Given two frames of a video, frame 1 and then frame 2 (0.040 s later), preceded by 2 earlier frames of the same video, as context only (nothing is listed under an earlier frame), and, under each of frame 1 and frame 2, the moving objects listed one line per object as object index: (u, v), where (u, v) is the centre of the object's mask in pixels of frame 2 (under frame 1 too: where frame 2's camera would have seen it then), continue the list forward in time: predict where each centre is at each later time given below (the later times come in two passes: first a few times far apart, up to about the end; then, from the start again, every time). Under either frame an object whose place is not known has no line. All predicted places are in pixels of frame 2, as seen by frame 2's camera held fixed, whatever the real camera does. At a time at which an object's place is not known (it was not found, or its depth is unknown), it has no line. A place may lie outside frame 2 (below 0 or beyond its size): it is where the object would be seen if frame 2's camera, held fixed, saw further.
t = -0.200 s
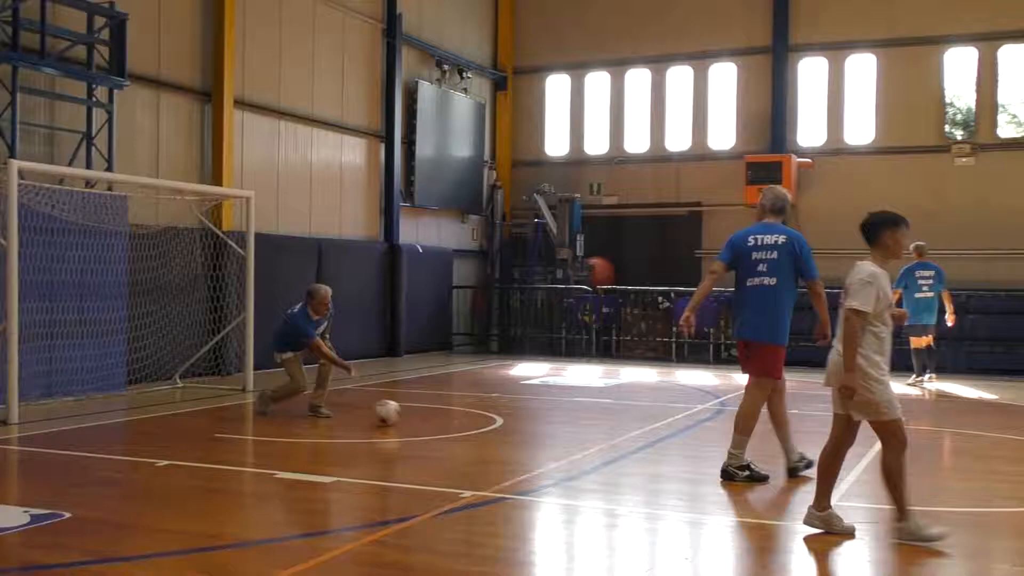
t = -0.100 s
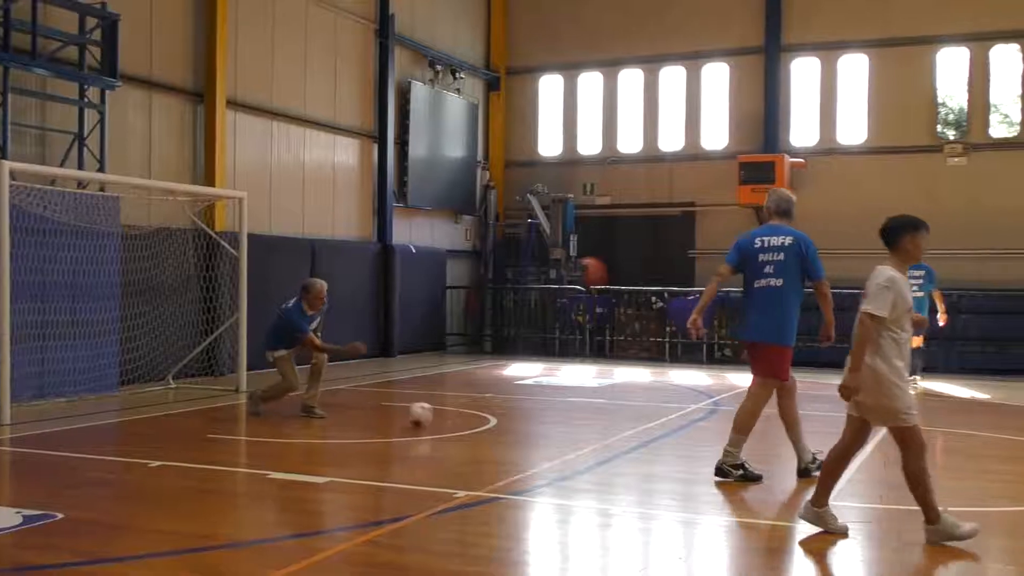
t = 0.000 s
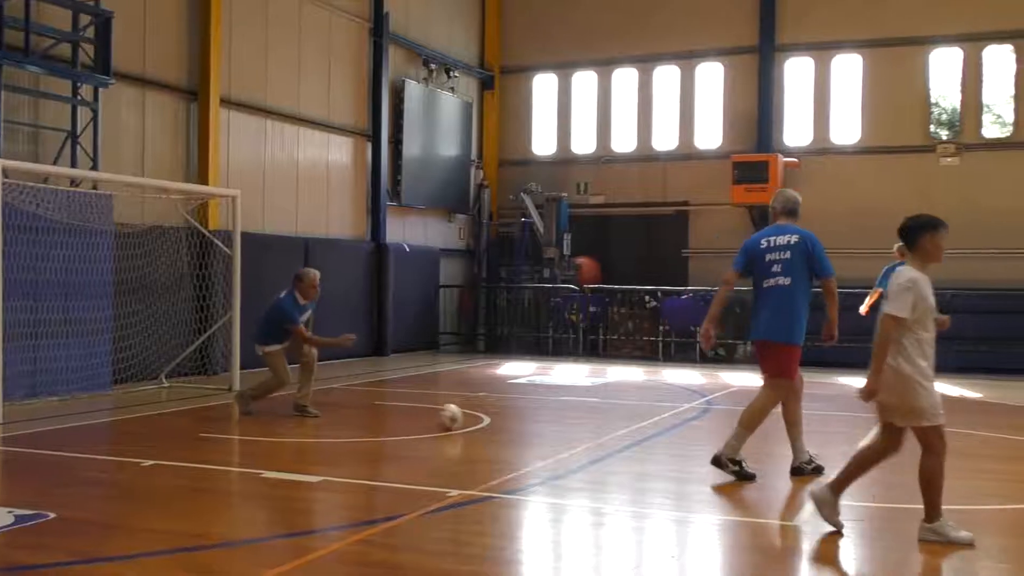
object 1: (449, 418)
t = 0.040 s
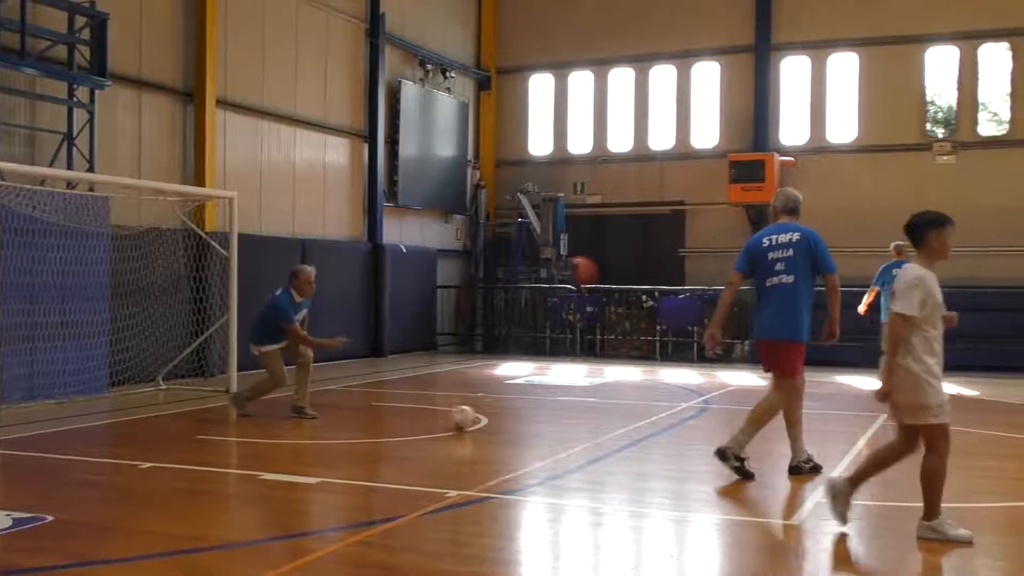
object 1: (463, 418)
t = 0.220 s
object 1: (526, 422)
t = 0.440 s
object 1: (608, 427)
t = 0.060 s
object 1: (470, 418)
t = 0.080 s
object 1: (476, 419)
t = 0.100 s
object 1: (484, 419)
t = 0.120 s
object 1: (490, 419)
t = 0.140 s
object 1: (497, 420)
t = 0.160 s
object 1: (504, 420)
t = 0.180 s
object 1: (511, 421)
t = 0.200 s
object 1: (518, 421)
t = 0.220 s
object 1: (526, 422)
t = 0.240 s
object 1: (534, 422)
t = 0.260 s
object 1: (541, 422)
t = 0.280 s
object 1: (548, 422)
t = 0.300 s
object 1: (556, 424)
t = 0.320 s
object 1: (563, 423)
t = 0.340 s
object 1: (571, 423)
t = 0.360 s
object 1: (577, 423)
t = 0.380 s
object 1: (585, 424)
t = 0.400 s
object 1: (593, 425)
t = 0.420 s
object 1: (600, 426)
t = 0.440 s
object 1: (608, 427)
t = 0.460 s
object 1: (616, 427)
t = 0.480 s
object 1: (624, 427)
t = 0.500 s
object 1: (631, 428)
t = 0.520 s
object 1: (639, 428)
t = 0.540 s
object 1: (646, 429)
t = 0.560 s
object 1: (654, 429)
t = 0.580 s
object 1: (662, 430)
